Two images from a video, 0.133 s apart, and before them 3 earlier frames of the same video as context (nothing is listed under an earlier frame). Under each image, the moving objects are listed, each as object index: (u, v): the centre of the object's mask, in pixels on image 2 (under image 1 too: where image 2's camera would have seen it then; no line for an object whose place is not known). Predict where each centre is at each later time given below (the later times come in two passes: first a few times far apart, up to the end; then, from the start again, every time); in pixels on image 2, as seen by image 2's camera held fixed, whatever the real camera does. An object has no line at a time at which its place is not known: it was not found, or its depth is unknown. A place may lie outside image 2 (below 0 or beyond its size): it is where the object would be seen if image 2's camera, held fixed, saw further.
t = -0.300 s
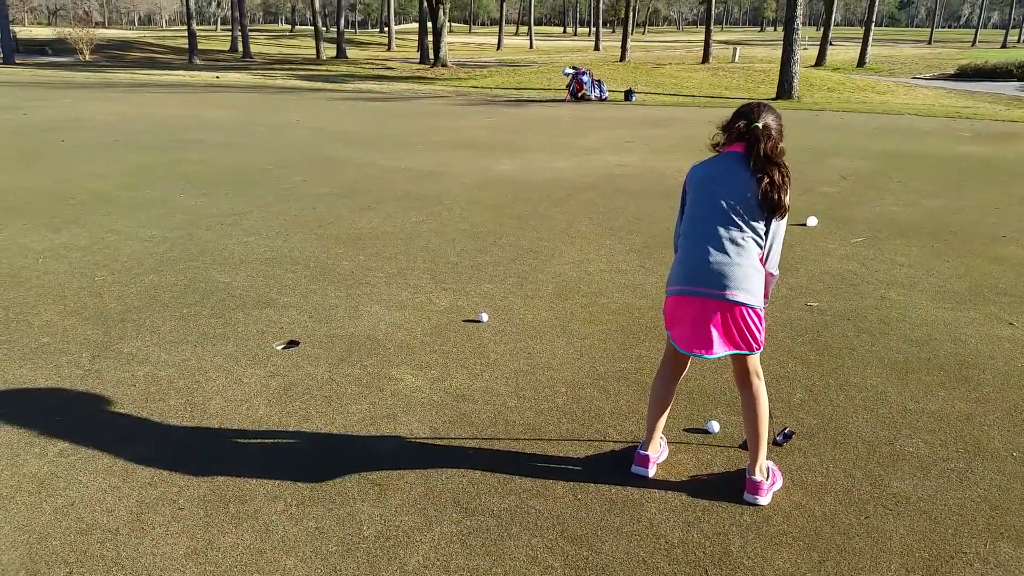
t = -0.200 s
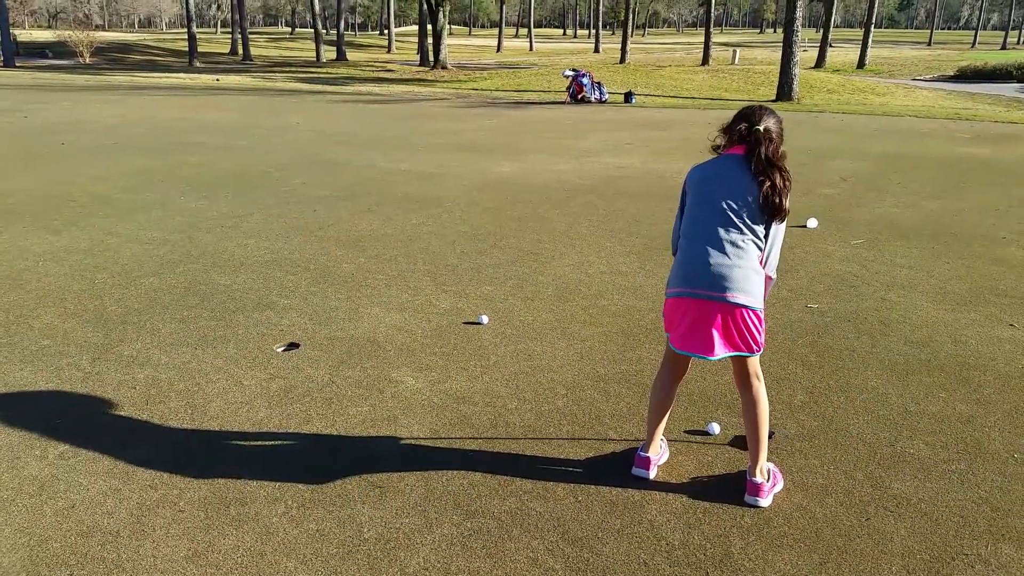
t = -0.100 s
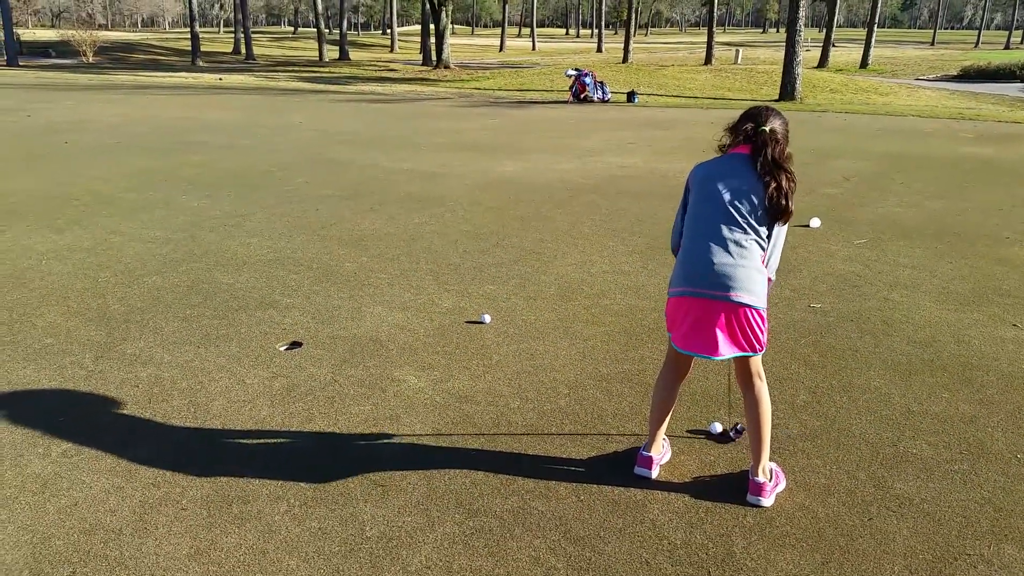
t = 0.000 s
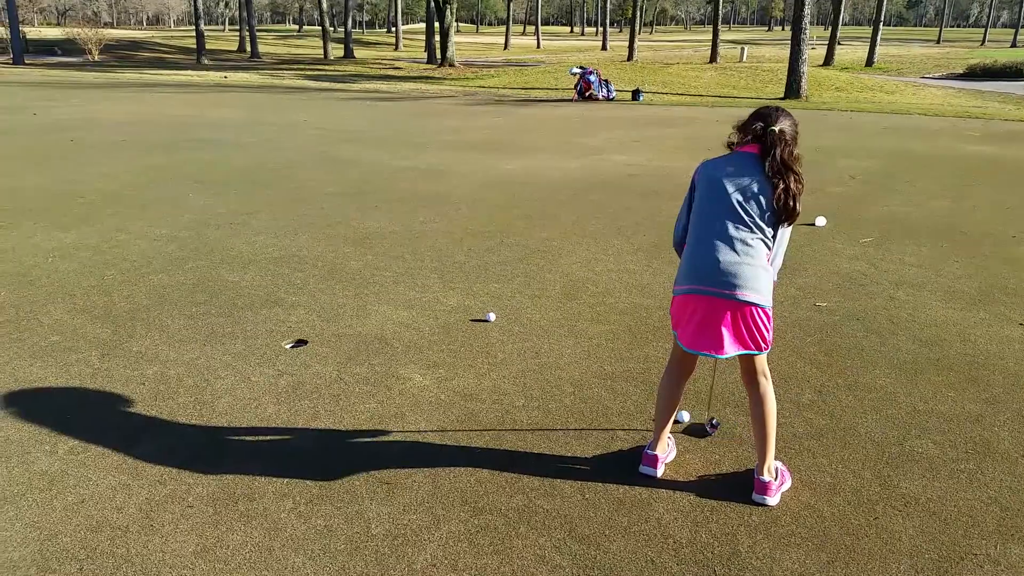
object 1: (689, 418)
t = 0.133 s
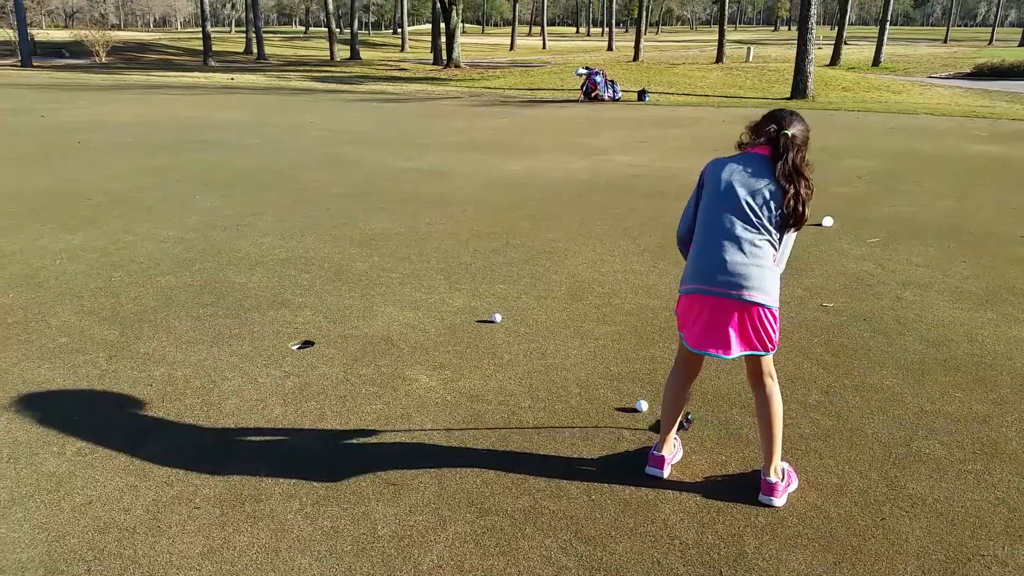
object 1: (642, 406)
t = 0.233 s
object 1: (612, 399)
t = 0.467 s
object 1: (551, 384)
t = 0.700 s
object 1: (502, 374)
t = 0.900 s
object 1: (463, 367)
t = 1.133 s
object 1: (425, 360)
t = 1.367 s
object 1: (395, 356)
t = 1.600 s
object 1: (371, 353)
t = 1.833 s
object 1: (353, 351)
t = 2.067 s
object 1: (340, 350)
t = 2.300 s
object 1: (332, 349)
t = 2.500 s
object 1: (330, 349)
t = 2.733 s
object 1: (330, 349)
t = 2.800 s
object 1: (330, 349)
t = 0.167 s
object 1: (632, 403)
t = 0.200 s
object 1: (622, 401)
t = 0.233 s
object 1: (612, 399)
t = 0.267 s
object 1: (603, 396)
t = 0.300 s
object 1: (594, 394)
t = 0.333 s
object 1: (585, 392)
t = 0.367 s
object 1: (576, 390)
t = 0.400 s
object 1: (567, 388)
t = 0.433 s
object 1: (560, 386)
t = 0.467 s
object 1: (551, 384)
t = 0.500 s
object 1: (544, 383)
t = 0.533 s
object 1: (536, 381)
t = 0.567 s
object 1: (528, 379)
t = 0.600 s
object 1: (521, 378)
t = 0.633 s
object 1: (515, 376)
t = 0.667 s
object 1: (508, 375)
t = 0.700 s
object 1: (502, 374)
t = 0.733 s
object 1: (494, 372)
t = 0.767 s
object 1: (488, 371)
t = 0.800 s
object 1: (481, 370)
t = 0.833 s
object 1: (475, 369)
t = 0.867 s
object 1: (469, 368)
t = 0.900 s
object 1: (463, 367)
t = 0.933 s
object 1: (457, 366)
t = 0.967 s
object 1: (451, 365)
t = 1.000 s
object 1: (446, 364)
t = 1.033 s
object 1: (440, 363)
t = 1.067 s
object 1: (435, 362)
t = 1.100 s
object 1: (431, 361)
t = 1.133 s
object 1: (425, 360)
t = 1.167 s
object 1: (420, 360)
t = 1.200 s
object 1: (416, 359)
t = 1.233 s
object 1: (411, 359)
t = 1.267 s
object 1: (407, 358)
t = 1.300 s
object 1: (403, 357)
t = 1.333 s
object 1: (399, 357)
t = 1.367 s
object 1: (395, 356)
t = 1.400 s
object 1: (391, 356)
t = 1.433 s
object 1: (388, 355)
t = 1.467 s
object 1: (384, 355)
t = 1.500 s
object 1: (381, 354)
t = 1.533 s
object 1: (377, 353)
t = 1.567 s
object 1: (374, 353)
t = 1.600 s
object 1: (371, 353)
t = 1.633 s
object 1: (369, 353)
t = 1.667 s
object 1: (365, 352)
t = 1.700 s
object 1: (363, 352)
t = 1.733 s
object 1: (360, 351)
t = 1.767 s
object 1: (357, 351)
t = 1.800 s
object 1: (355, 351)
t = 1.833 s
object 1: (353, 351)
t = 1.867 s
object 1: (351, 350)
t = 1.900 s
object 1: (349, 350)
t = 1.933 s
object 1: (347, 350)
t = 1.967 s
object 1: (345, 350)
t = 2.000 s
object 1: (343, 350)
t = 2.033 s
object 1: (341, 350)
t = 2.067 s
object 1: (340, 350)
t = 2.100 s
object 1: (338, 349)
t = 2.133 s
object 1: (337, 349)
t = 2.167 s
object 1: (336, 349)
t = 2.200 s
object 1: (335, 349)
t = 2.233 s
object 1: (333, 349)
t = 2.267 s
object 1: (333, 349)
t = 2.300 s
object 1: (332, 349)
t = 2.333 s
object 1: (331, 349)
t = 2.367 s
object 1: (331, 349)
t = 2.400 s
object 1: (331, 349)
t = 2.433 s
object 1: (330, 349)
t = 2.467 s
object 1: (330, 349)
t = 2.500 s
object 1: (330, 349)
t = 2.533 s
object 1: (330, 348)
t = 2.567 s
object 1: (330, 349)
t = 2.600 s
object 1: (330, 349)
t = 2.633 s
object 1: (330, 348)
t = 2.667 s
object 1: (330, 348)
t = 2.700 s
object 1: (330, 349)
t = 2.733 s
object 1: (330, 349)
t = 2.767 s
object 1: (330, 349)
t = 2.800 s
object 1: (330, 349)
